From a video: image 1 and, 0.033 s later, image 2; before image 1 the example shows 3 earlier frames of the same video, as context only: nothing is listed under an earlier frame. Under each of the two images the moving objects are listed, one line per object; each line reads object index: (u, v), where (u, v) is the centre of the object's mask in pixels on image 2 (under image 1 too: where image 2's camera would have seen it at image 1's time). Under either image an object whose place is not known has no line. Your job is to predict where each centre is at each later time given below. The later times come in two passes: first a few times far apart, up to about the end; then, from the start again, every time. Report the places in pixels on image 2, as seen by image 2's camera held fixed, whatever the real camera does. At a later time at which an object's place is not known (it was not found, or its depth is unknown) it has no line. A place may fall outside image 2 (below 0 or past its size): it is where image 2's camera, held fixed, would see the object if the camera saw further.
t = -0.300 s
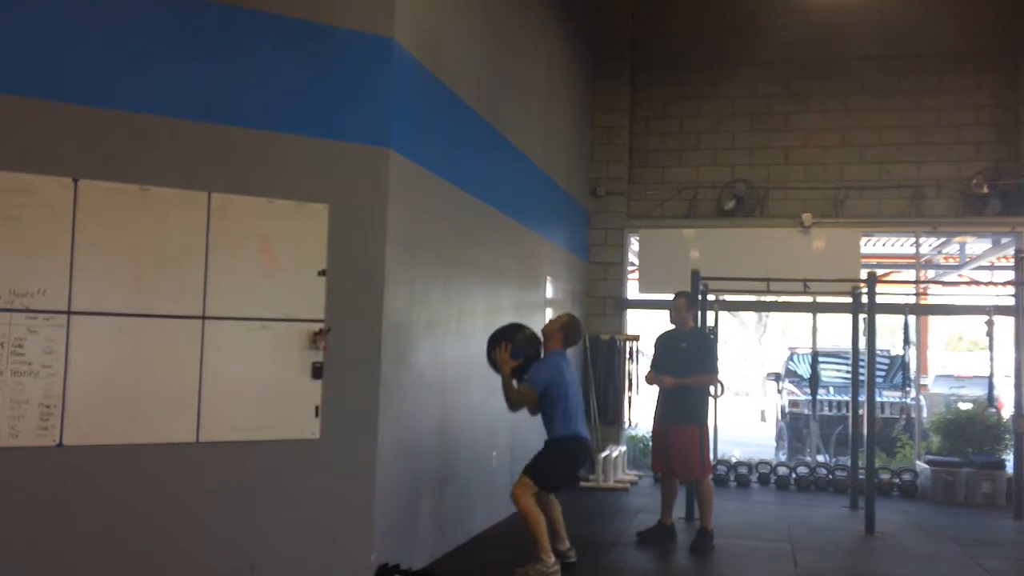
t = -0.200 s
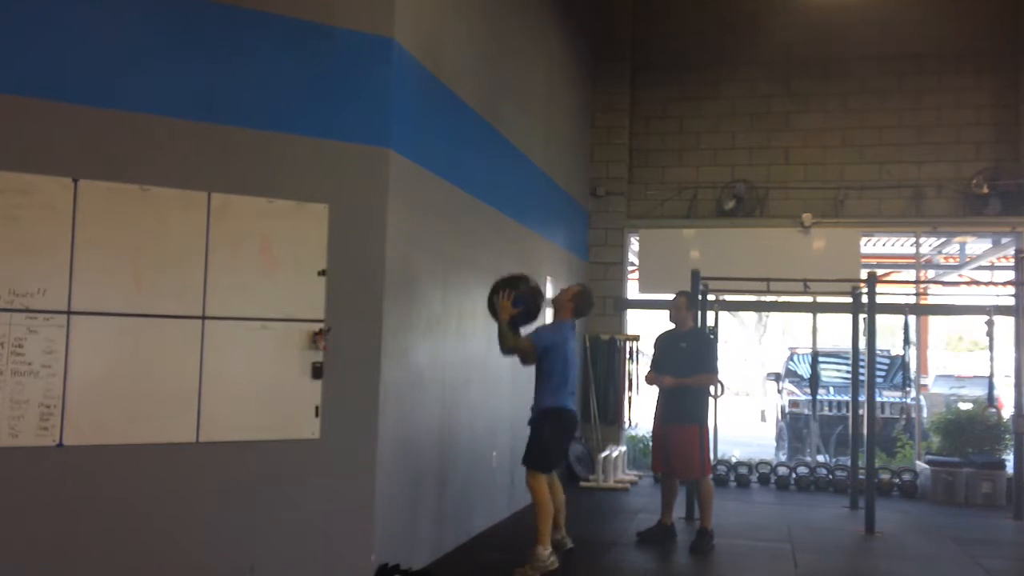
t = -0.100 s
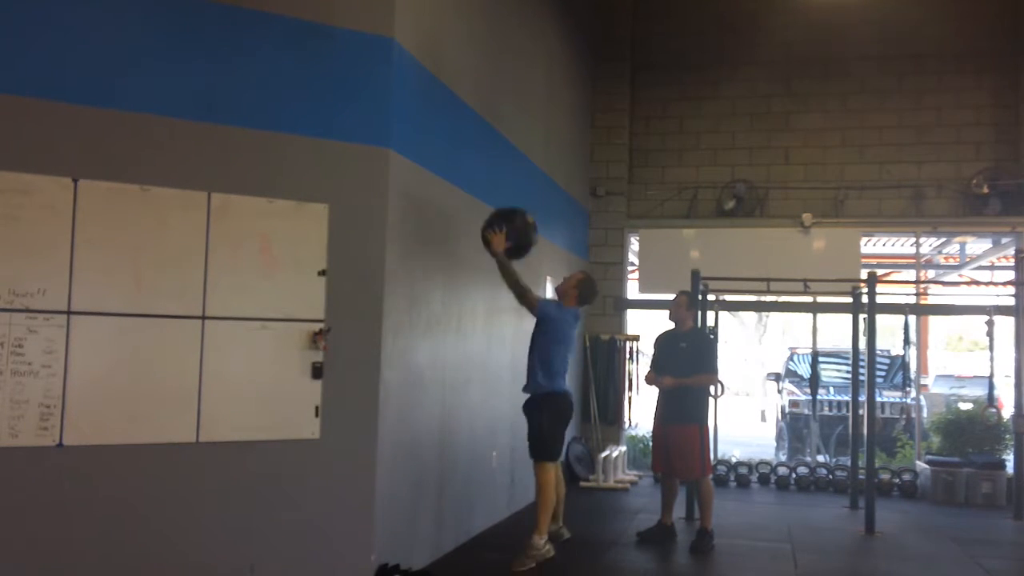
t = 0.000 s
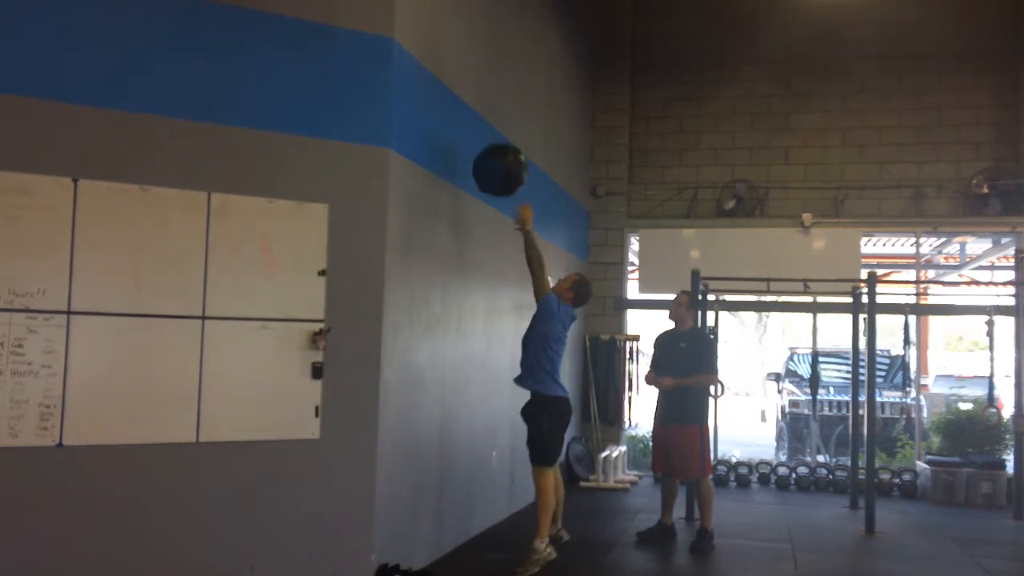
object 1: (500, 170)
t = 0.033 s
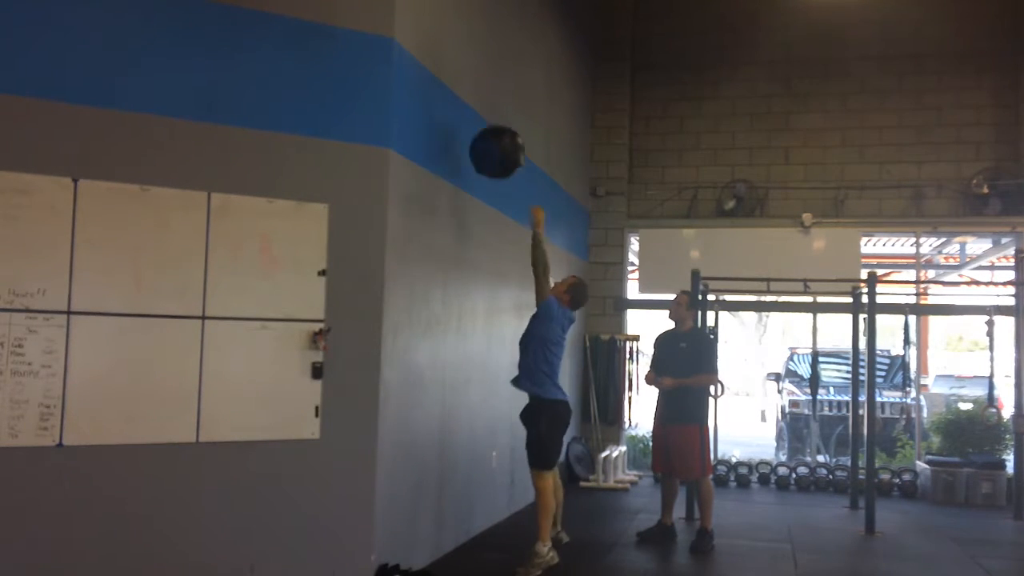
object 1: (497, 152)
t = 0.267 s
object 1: (475, 72)
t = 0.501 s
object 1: (489, 83)
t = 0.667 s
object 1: (498, 142)
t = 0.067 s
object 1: (494, 135)
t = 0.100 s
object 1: (490, 121)
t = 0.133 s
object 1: (487, 108)
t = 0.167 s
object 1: (484, 96)
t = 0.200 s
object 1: (480, 86)
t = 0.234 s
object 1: (476, 78)
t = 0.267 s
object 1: (475, 72)
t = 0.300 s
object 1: (476, 69)
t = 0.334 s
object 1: (478, 68)
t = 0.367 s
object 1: (480, 68)
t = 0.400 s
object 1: (483, 69)
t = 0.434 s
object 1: (485, 72)
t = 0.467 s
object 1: (487, 77)
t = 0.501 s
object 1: (489, 83)
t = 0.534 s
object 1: (491, 92)
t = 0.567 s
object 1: (493, 102)
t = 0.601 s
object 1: (494, 113)
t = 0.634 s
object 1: (496, 126)
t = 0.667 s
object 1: (498, 142)
